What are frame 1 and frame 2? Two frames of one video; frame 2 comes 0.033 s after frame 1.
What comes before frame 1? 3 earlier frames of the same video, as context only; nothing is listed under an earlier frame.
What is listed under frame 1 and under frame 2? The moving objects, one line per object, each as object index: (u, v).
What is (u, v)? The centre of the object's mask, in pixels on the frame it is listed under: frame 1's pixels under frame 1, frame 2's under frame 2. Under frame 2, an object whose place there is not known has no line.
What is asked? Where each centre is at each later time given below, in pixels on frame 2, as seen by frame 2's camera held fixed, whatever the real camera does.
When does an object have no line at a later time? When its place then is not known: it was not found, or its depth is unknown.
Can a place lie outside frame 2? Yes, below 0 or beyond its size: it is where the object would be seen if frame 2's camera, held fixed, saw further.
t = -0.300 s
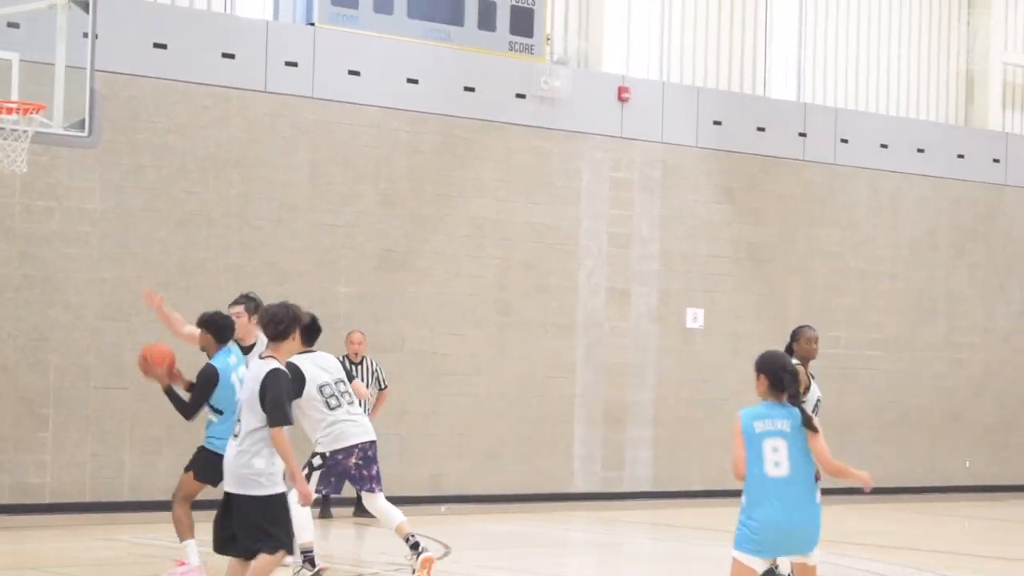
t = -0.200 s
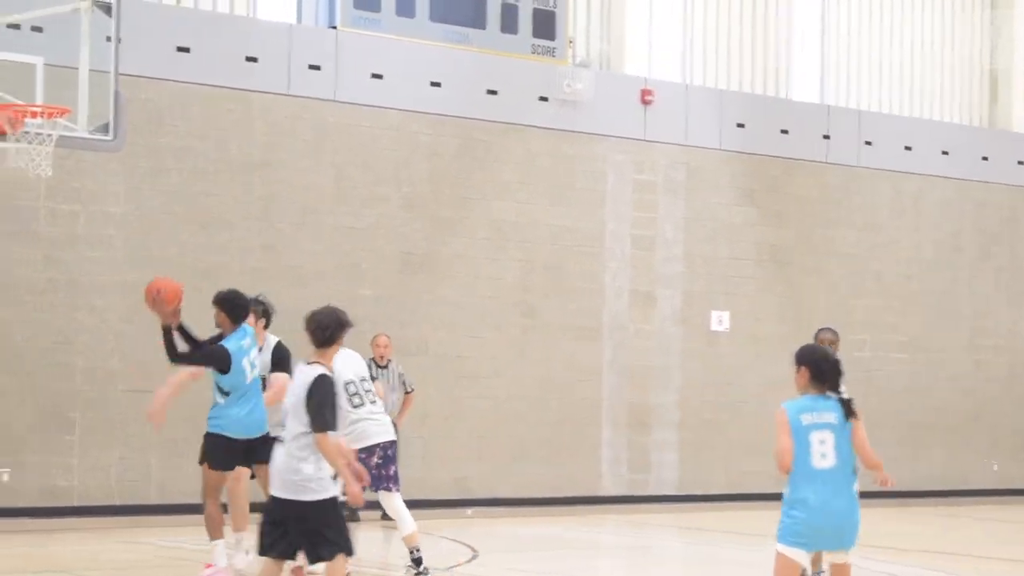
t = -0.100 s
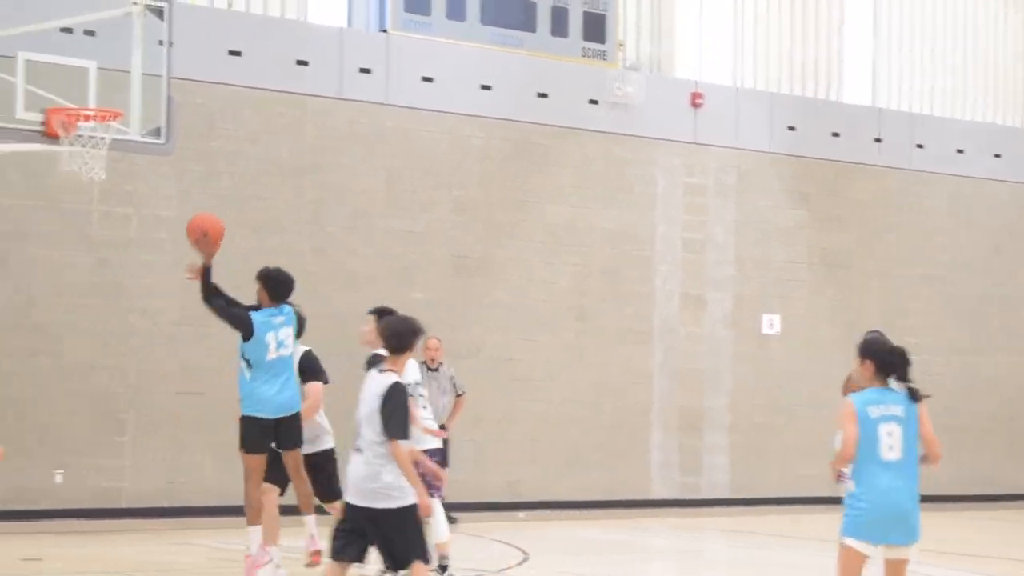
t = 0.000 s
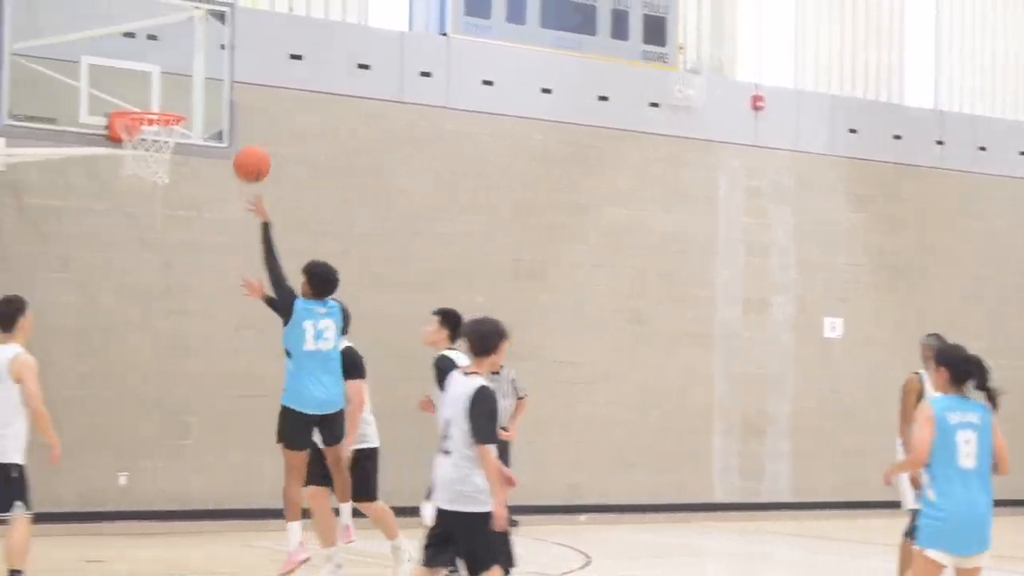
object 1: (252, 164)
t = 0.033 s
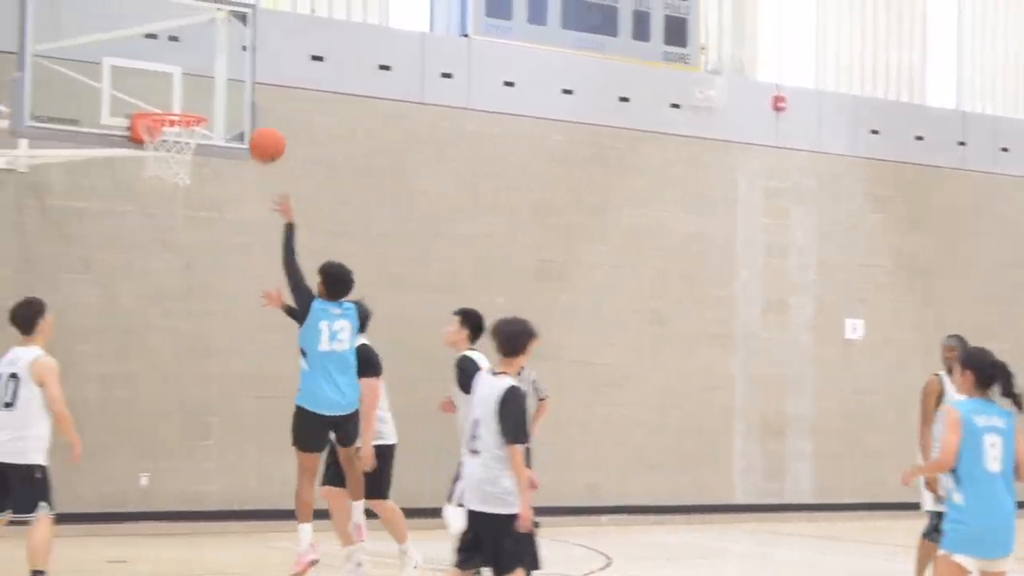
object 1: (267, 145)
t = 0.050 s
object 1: (262, 135)
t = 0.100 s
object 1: (248, 109)
